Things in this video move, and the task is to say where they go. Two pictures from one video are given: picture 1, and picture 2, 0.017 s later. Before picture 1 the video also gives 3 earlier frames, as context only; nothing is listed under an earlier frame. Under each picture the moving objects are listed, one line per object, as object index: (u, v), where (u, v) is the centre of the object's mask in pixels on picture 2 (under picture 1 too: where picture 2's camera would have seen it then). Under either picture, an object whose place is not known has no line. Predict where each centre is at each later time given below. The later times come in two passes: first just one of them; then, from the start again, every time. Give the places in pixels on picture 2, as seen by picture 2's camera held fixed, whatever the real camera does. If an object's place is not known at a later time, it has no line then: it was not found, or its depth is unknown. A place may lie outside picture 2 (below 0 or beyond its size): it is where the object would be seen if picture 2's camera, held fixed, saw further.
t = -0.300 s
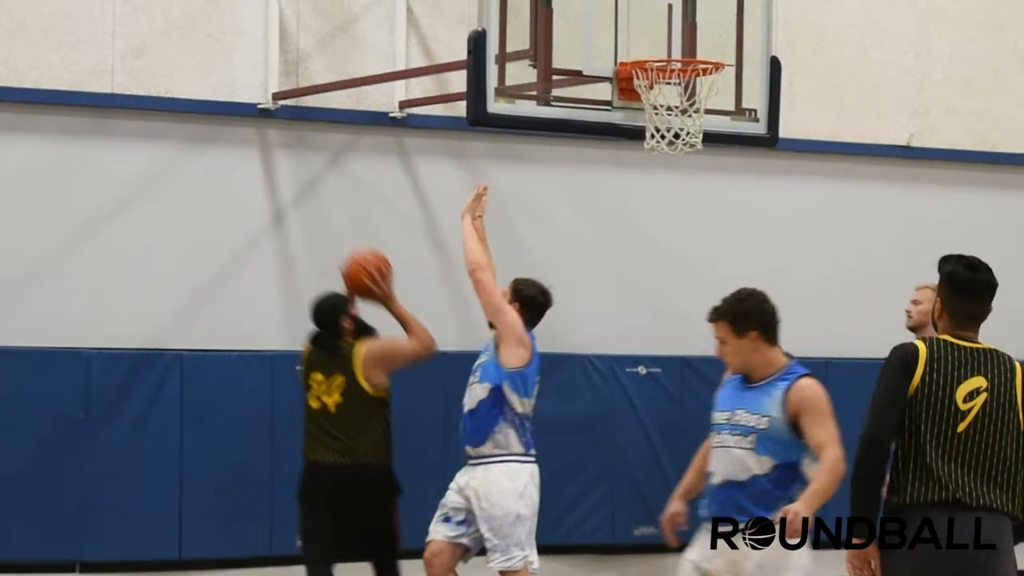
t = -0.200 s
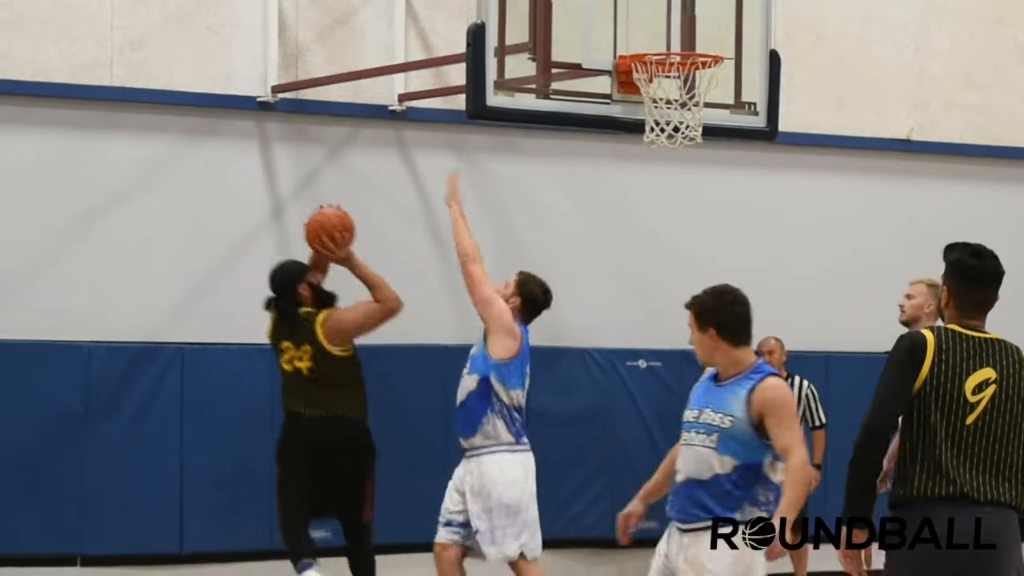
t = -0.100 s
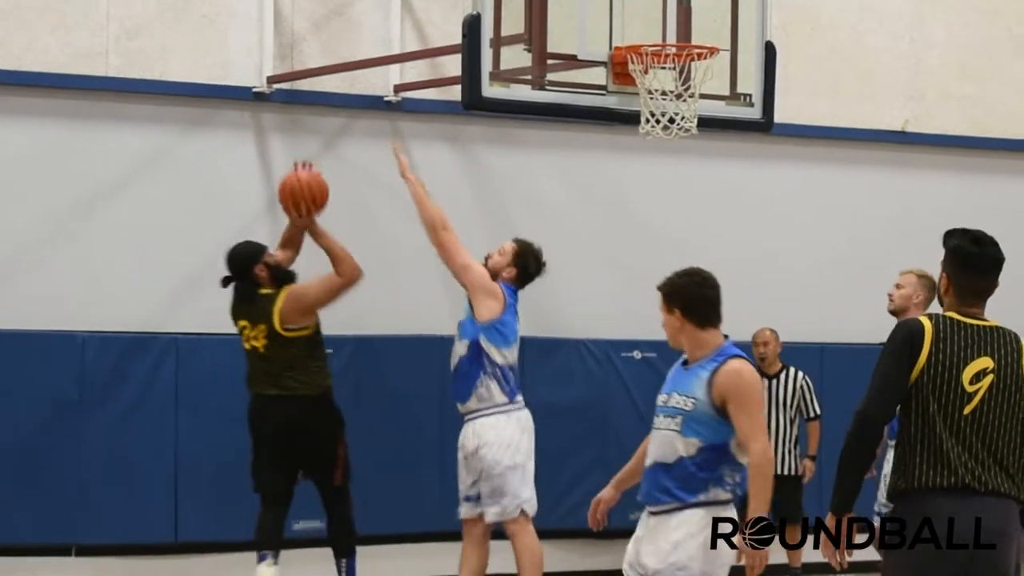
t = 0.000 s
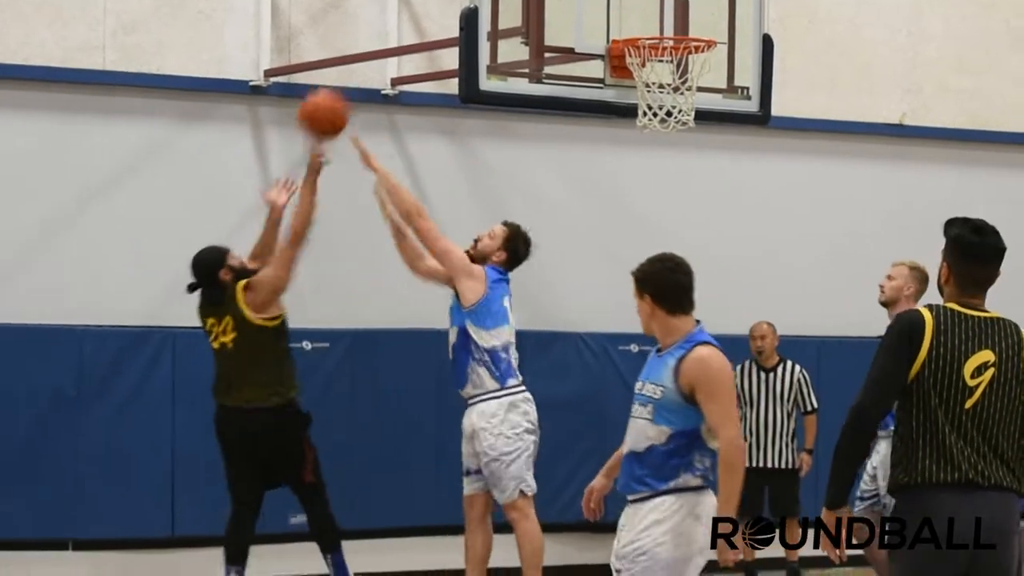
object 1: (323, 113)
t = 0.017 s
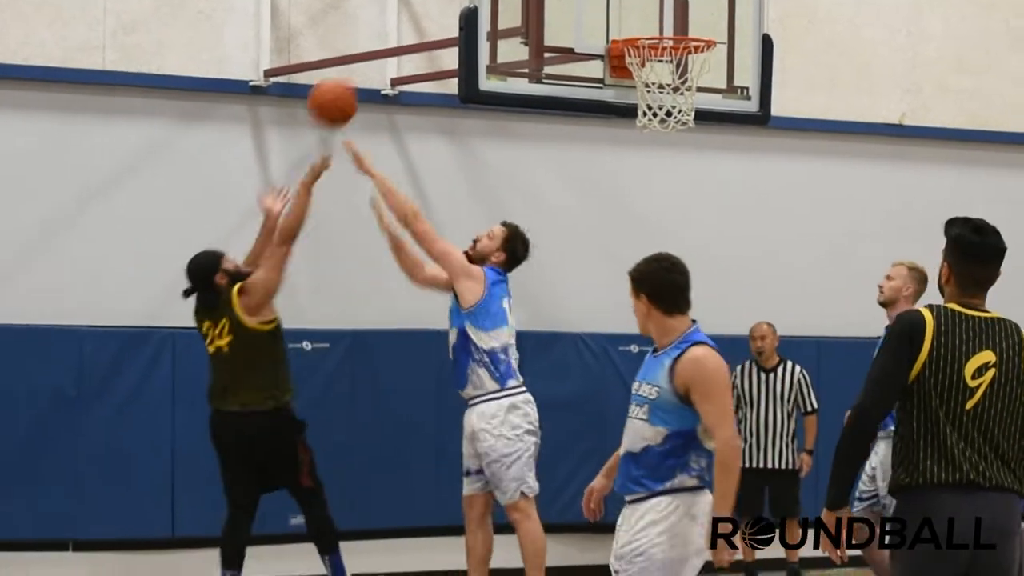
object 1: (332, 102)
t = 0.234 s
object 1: (453, -6)
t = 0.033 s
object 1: (343, 91)
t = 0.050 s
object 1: (352, 78)
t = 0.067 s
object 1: (361, 68)
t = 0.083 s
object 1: (370, 57)
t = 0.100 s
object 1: (379, 47)
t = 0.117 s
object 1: (388, 38)
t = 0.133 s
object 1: (399, 30)
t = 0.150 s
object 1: (408, 22)
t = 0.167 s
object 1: (418, 15)
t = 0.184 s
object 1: (426, 7)
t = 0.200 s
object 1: (436, 2)
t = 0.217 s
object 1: (444, -2)
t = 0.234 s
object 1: (453, -6)
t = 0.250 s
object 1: (462, -10)
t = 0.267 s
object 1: (473, -14)
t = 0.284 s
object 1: (481, -17)
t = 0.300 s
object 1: (490, -20)
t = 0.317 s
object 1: (499, -24)
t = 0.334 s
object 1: (508, -27)
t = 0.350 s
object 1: (518, -30)
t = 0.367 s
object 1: (527, -31)
